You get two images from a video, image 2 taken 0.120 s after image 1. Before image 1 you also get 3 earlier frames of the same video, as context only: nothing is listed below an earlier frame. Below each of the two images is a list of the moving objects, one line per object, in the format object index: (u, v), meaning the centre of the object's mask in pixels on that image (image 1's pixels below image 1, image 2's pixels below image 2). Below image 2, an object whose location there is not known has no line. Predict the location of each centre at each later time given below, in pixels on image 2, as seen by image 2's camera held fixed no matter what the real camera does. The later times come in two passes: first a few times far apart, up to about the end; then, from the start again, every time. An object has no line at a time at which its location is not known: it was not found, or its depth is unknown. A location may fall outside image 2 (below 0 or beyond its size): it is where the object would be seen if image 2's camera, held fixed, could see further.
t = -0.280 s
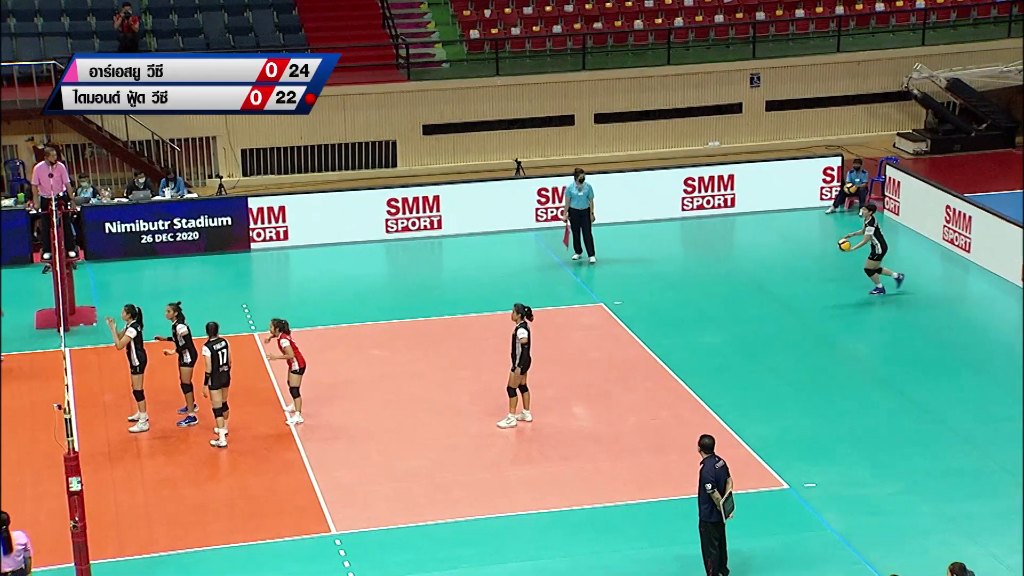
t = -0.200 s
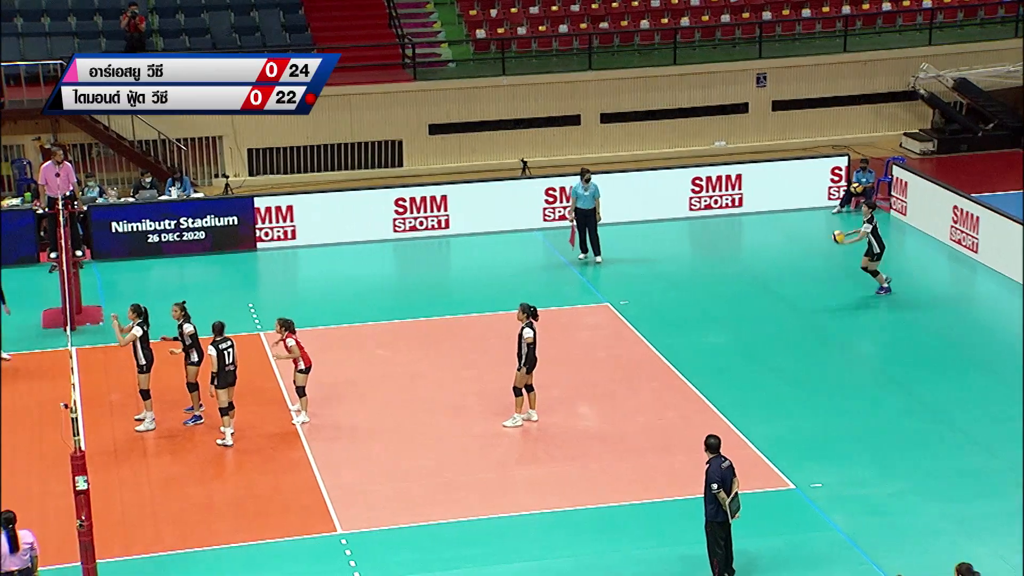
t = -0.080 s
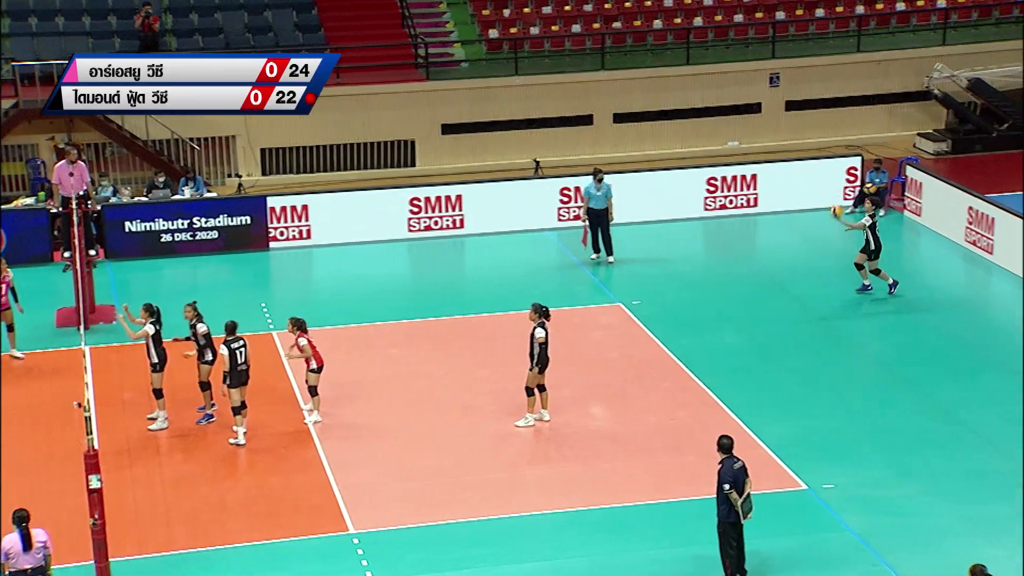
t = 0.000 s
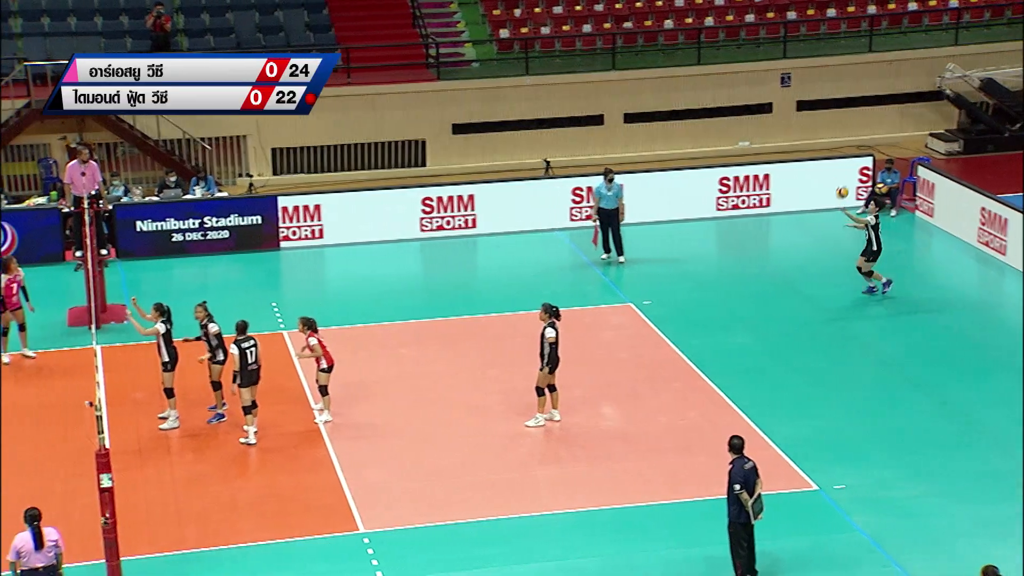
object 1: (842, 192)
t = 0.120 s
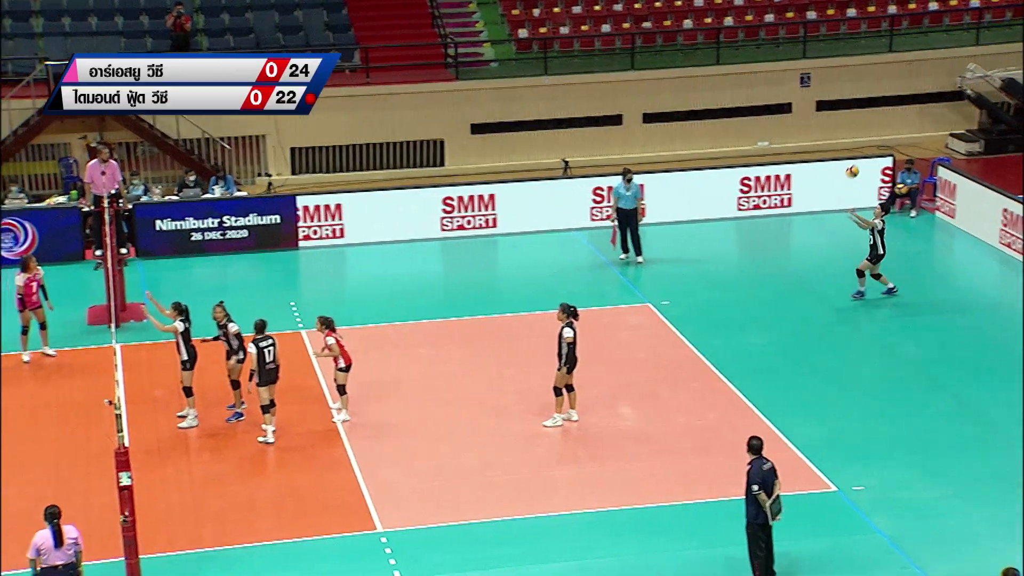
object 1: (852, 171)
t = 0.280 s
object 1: (841, 156)
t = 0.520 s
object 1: (823, 160)
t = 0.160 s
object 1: (849, 166)
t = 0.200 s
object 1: (847, 162)
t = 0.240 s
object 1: (844, 158)
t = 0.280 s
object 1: (841, 156)
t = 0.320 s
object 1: (839, 154)
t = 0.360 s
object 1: (836, 154)
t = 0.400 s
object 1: (834, 154)
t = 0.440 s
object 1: (831, 155)
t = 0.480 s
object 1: (826, 157)
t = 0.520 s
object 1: (823, 160)
